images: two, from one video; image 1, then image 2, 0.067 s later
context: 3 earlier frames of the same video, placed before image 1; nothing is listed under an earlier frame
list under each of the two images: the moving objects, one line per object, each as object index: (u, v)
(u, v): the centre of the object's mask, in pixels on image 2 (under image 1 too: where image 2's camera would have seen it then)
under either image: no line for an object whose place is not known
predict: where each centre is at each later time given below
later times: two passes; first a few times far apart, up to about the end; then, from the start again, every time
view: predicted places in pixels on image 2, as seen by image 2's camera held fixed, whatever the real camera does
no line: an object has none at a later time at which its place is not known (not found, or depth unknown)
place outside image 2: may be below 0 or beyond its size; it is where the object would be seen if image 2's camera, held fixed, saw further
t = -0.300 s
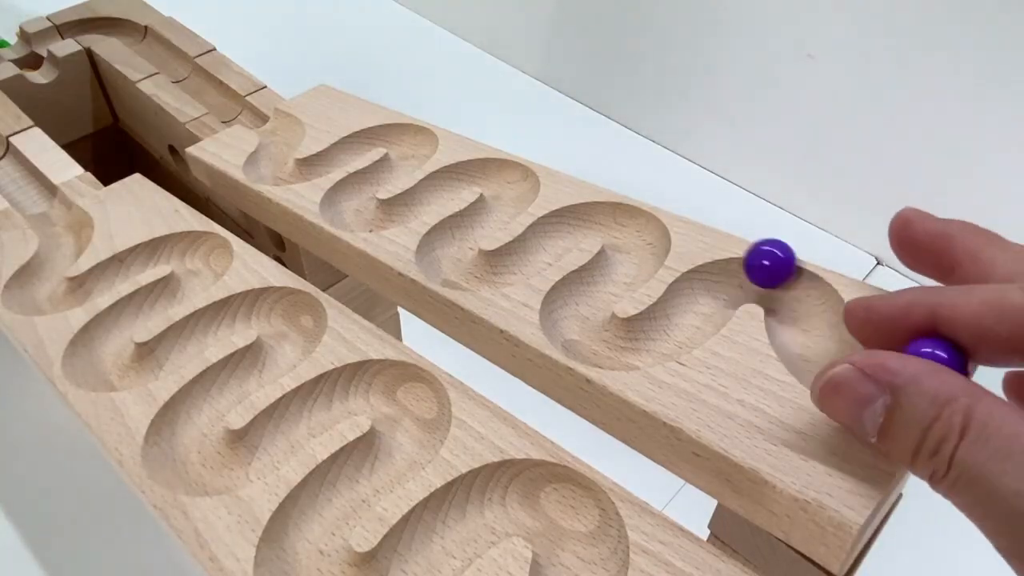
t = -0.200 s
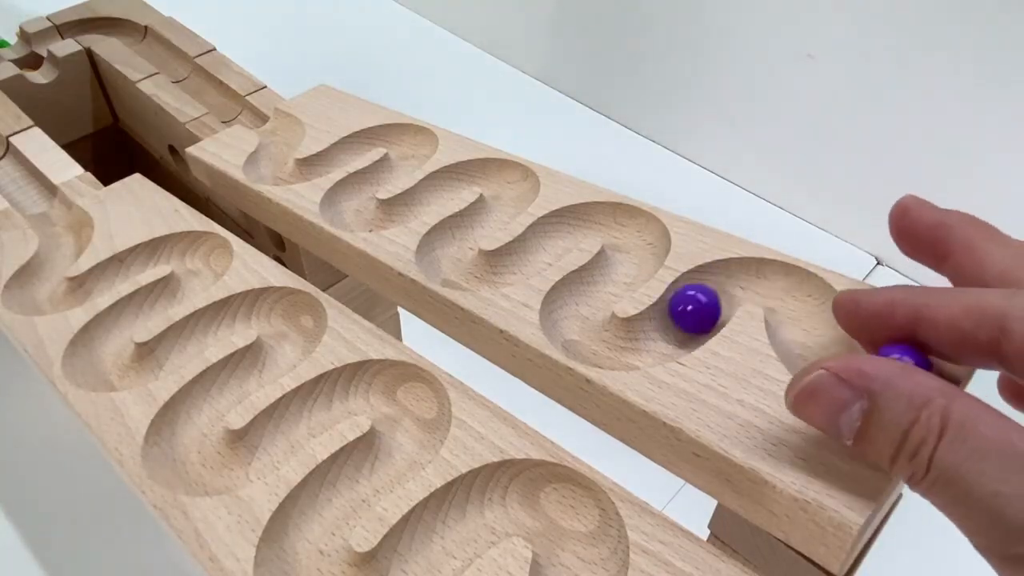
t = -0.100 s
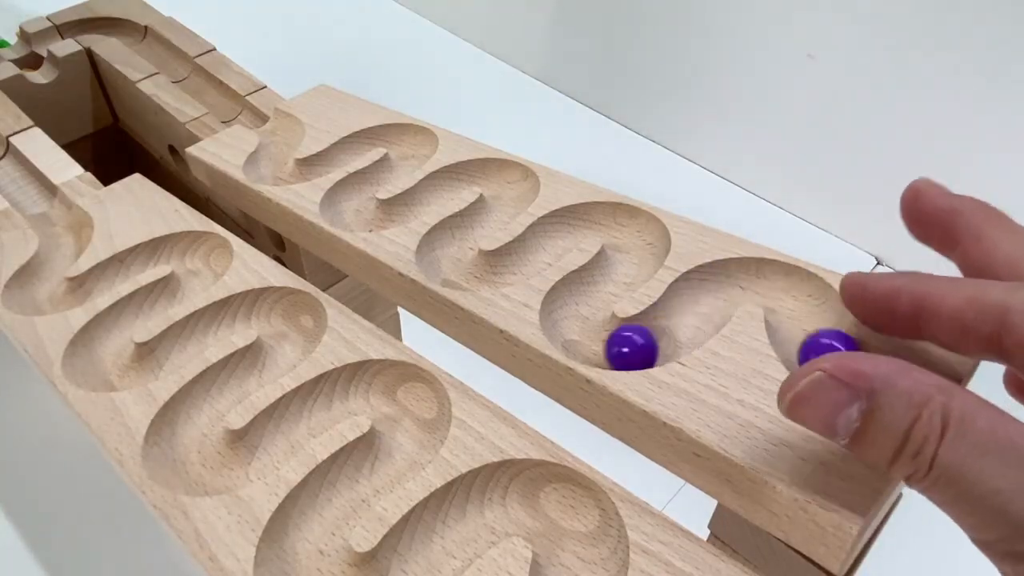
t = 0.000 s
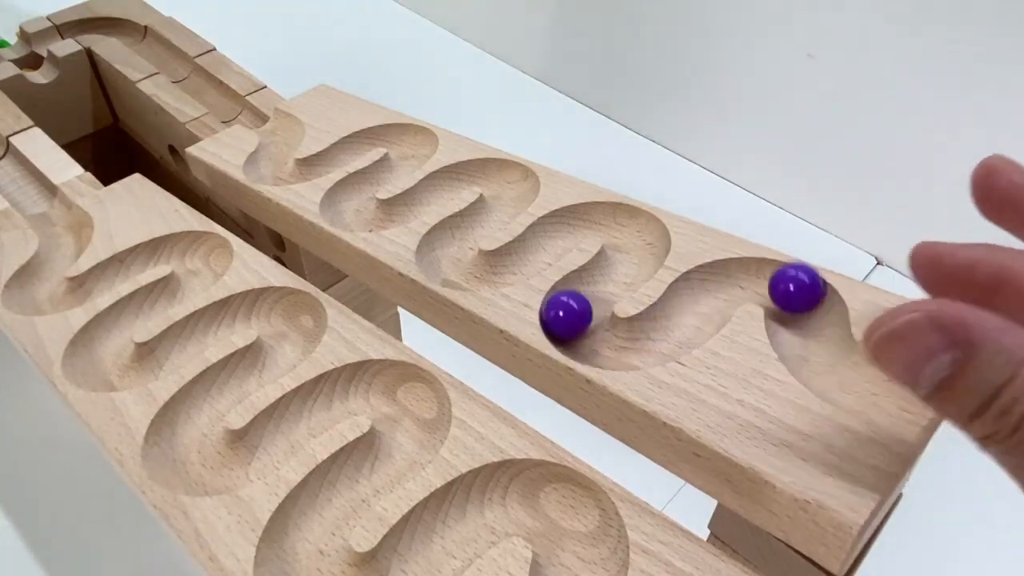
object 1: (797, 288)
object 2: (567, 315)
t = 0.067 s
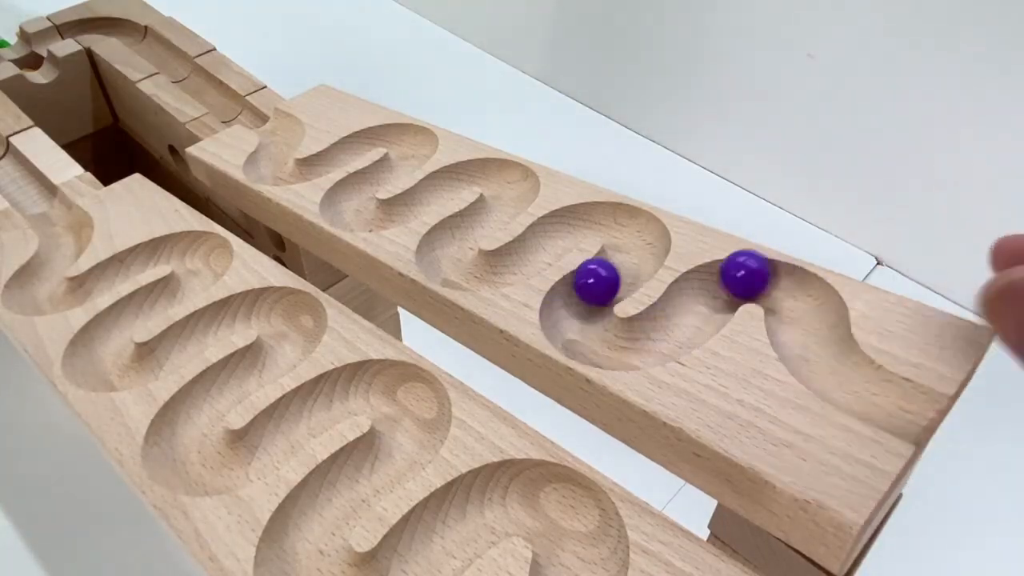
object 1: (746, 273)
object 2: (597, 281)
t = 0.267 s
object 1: (630, 344)
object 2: (597, 215)
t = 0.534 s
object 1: (634, 255)
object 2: (439, 255)
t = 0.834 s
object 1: (510, 266)
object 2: (477, 171)
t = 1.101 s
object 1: (503, 208)
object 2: (342, 209)
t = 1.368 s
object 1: (424, 201)
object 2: (411, 135)
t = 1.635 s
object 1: (389, 171)
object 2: (277, 173)
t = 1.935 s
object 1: (336, 158)
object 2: (243, 115)
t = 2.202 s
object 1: (287, 130)
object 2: (171, 61)
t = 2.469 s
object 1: (214, 93)
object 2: (90, 24)
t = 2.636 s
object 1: (166, 59)
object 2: (29, 55)
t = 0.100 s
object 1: (713, 289)
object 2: (620, 274)
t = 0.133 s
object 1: (689, 296)
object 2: (635, 261)
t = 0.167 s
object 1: (680, 316)
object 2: (638, 249)
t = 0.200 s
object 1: (674, 334)
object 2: (635, 233)
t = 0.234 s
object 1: (658, 341)
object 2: (622, 218)
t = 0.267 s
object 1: (630, 344)
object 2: (597, 215)
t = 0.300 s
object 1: (598, 344)
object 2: (567, 223)
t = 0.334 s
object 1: (576, 333)
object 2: (545, 232)
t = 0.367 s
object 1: (570, 319)
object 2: (535, 252)
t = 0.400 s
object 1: (576, 294)
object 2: (521, 263)
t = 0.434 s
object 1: (593, 279)
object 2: (500, 270)
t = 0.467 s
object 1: (617, 276)
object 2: (473, 272)
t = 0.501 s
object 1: (633, 265)
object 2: (448, 266)
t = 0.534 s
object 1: (634, 255)
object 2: (439, 255)
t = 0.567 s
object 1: (633, 241)
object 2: (449, 238)
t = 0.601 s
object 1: (631, 224)
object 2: (465, 223)
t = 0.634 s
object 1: (614, 216)
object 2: (486, 217)
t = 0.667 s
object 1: (587, 219)
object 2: (502, 209)
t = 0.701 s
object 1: (560, 223)
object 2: (508, 202)
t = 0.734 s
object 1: (544, 234)
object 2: (511, 192)
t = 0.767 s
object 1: (539, 252)
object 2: (511, 179)
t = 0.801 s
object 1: (529, 259)
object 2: (499, 170)
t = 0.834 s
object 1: (510, 266)
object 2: (477, 171)
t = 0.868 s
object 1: (484, 271)
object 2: (452, 176)
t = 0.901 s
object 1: (458, 271)
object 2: (435, 183)
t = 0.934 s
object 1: (445, 264)
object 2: (427, 198)
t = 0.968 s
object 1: (444, 252)
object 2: (416, 205)
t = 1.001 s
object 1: (450, 231)
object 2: (399, 211)
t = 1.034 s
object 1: (469, 222)
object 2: (376, 216)
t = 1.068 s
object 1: (491, 216)
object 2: (353, 215)
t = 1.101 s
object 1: (503, 208)
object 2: (342, 209)
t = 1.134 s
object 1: (507, 200)
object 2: (345, 198)
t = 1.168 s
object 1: (511, 189)
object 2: (358, 181)
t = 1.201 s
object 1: (511, 175)
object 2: (376, 174)
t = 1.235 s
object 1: (495, 171)
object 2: (395, 168)
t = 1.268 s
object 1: (470, 172)
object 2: (405, 161)
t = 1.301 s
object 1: (447, 176)
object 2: (410, 155)
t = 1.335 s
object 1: (434, 188)
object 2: (414, 146)
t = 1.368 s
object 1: (424, 201)
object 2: (411, 135)
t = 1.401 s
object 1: (409, 208)
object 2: (395, 135)
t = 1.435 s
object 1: (389, 214)
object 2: (370, 137)
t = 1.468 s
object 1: (364, 217)
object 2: (350, 142)
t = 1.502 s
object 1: (345, 212)
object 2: (340, 153)
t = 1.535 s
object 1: (342, 205)
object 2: (331, 160)
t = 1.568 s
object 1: (352, 188)
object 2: (317, 166)
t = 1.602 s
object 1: (368, 175)
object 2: (298, 170)
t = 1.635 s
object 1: (389, 171)
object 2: (277, 173)
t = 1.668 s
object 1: (403, 163)
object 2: (264, 169)
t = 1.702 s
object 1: (408, 158)
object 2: (266, 163)
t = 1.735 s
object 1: (412, 150)
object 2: (271, 148)
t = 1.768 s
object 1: (414, 138)
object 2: (282, 138)
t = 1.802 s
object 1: (403, 134)
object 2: (287, 125)
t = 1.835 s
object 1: (381, 136)
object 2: (280, 121)
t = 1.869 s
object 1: (358, 139)
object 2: (265, 117)
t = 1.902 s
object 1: (345, 148)
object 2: (251, 111)
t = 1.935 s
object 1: (336, 158)
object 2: (243, 115)
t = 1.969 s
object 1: (324, 163)
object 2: (235, 113)
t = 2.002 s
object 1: (307, 168)
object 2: (224, 102)
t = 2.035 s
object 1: (286, 173)
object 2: (218, 96)
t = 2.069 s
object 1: (267, 171)
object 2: (209, 91)
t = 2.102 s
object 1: (263, 166)
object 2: (195, 84)
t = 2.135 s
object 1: (268, 154)
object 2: (189, 77)
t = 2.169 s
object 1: (278, 142)
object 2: (180, 68)
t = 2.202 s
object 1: (287, 130)
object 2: (171, 61)
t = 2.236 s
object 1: (284, 122)
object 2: (163, 55)
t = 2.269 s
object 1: (270, 119)
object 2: (154, 50)
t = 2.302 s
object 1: (256, 114)
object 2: (146, 44)
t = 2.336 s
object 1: (245, 114)
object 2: (139, 38)
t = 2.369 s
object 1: (245, 115)
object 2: (130, 32)
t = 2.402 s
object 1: (226, 107)
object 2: (118, 29)
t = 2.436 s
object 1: (224, 103)
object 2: (105, 25)
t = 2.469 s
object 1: (214, 93)
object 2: (90, 24)
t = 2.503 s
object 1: (200, 88)
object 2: (74, 28)
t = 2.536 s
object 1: (192, 81)
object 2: (59, 31)
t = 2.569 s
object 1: (185, 72)
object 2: (48, 37)
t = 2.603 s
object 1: (174, 65)
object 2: (37, 44)
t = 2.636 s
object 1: (166, 59)
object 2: (29, 55)
